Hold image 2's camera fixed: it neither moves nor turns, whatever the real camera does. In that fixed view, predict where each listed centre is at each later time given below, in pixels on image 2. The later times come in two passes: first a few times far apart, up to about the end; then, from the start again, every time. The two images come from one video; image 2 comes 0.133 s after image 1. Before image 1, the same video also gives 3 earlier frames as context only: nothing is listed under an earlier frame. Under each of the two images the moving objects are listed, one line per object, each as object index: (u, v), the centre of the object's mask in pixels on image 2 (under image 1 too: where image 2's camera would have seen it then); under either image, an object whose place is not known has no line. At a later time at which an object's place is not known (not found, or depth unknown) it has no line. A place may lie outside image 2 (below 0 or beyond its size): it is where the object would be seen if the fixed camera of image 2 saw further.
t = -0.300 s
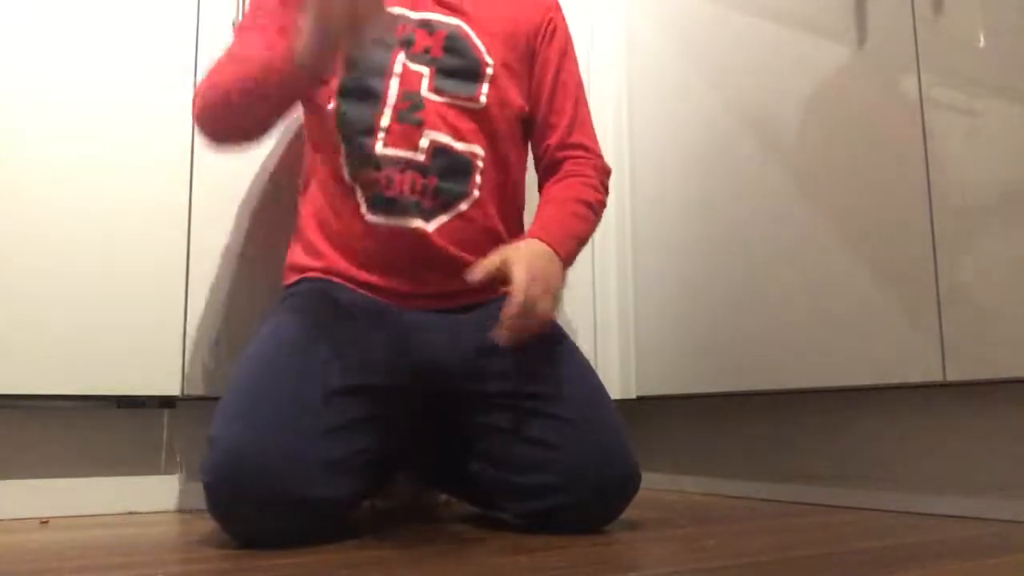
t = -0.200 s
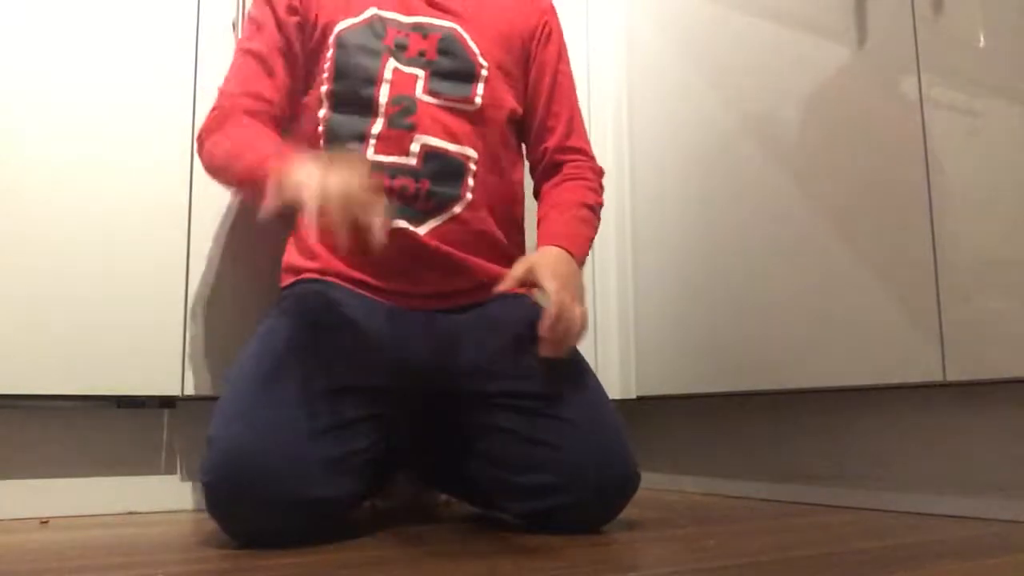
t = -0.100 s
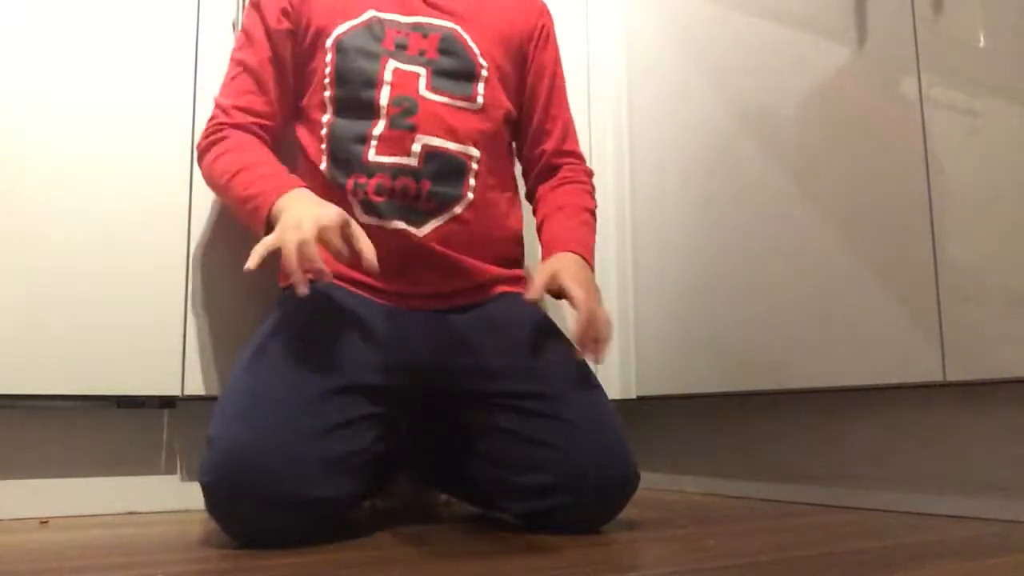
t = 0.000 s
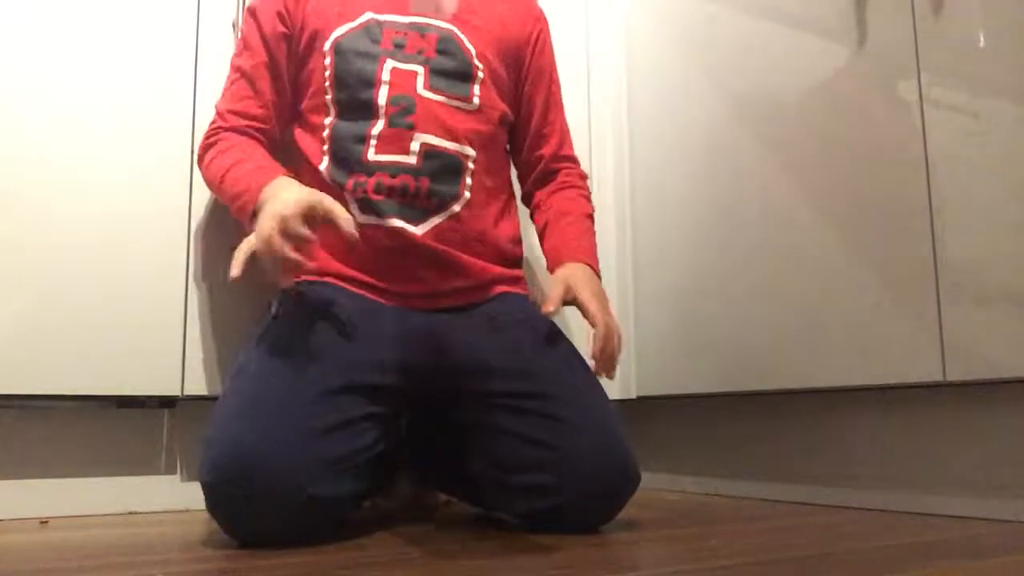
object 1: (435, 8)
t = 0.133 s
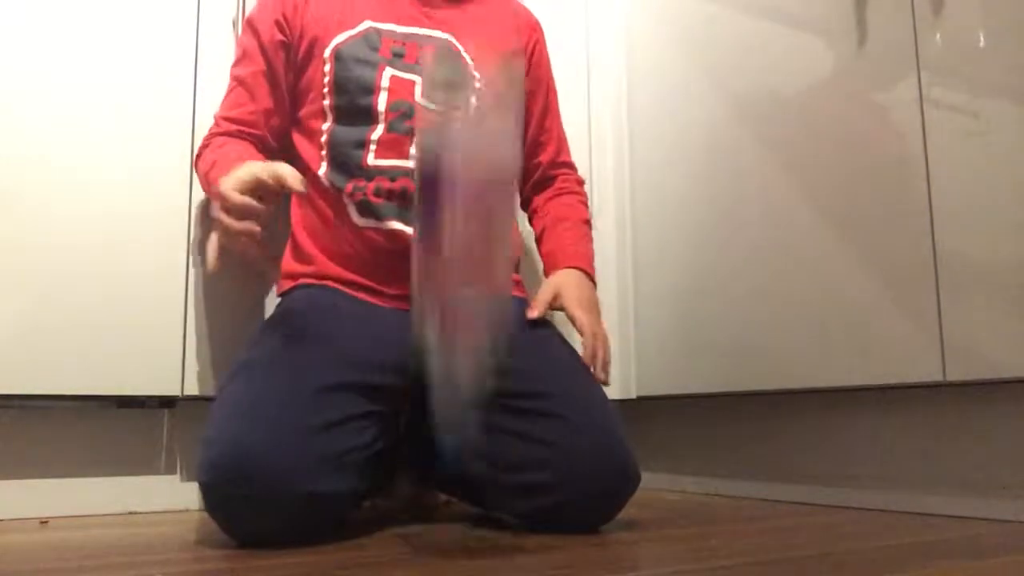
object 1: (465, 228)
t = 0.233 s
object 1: (458, 373)
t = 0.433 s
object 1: (436, 513)
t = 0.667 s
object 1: (400, 513)
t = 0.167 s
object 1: (466, 340)
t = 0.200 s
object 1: (462, 345)
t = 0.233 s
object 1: (458, 373)
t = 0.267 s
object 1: (456, 413)
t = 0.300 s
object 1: (452, 484)
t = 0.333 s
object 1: (449, 512)
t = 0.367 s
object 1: (445, 510)
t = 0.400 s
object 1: (441, 510)
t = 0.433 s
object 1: (436, 513)
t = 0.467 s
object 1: (425, 509)
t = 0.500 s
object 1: (415, 507)
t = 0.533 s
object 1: (409, 509)
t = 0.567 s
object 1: (406, 512)
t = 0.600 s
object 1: (404, 513)
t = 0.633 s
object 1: (402, 513)
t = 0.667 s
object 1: (400, 513)
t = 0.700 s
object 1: (397, 512)
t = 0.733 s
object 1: (394, 512)
